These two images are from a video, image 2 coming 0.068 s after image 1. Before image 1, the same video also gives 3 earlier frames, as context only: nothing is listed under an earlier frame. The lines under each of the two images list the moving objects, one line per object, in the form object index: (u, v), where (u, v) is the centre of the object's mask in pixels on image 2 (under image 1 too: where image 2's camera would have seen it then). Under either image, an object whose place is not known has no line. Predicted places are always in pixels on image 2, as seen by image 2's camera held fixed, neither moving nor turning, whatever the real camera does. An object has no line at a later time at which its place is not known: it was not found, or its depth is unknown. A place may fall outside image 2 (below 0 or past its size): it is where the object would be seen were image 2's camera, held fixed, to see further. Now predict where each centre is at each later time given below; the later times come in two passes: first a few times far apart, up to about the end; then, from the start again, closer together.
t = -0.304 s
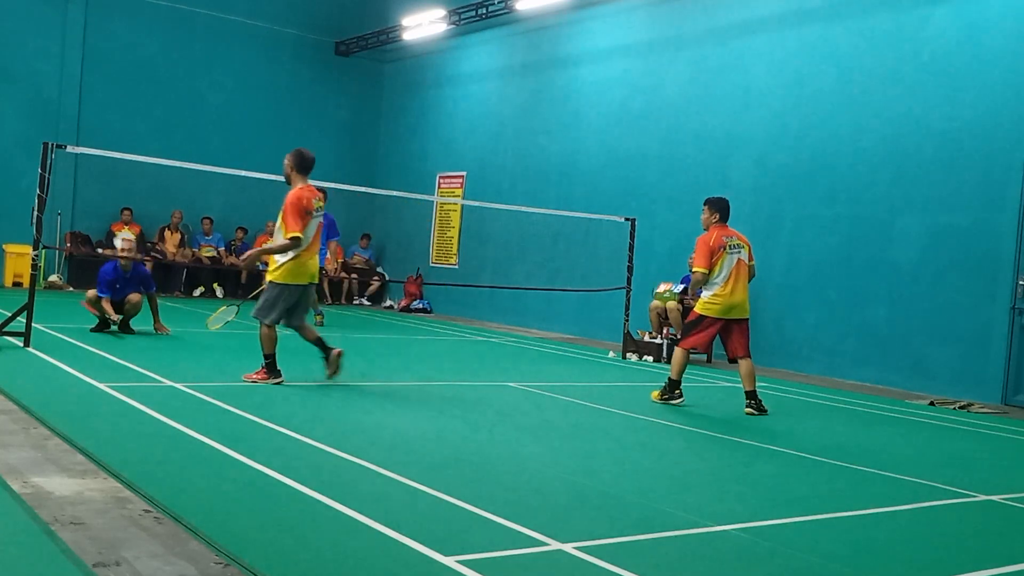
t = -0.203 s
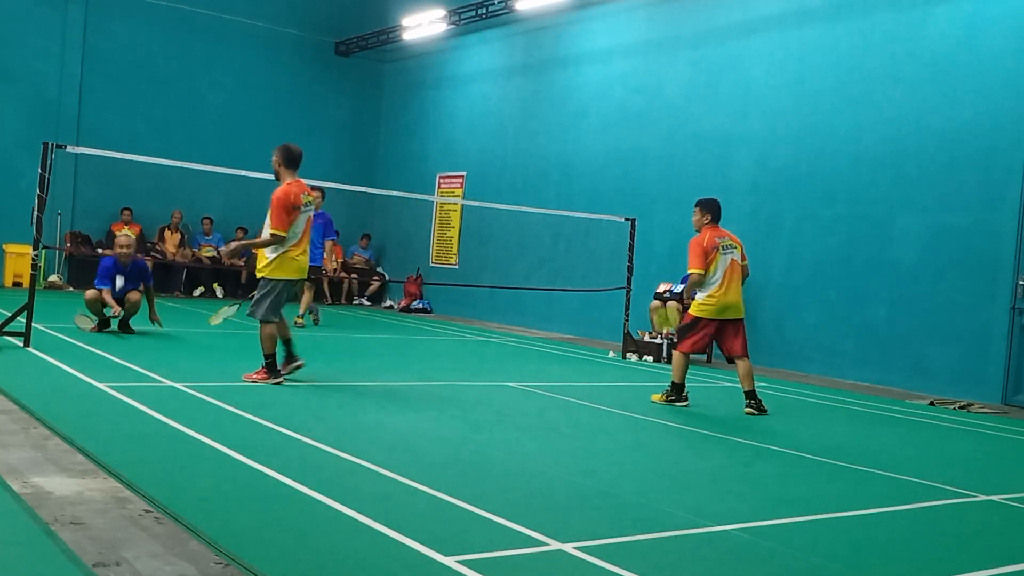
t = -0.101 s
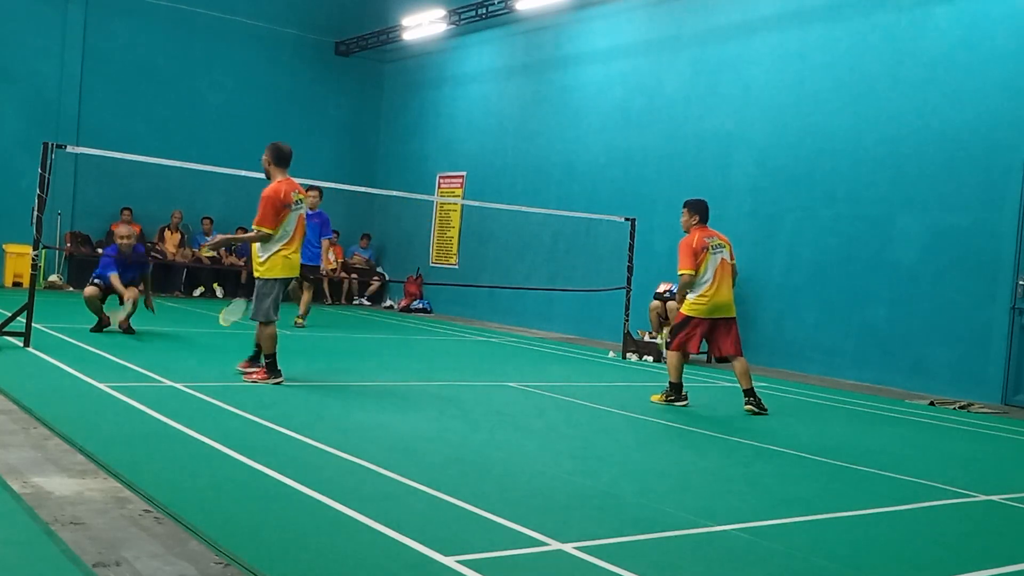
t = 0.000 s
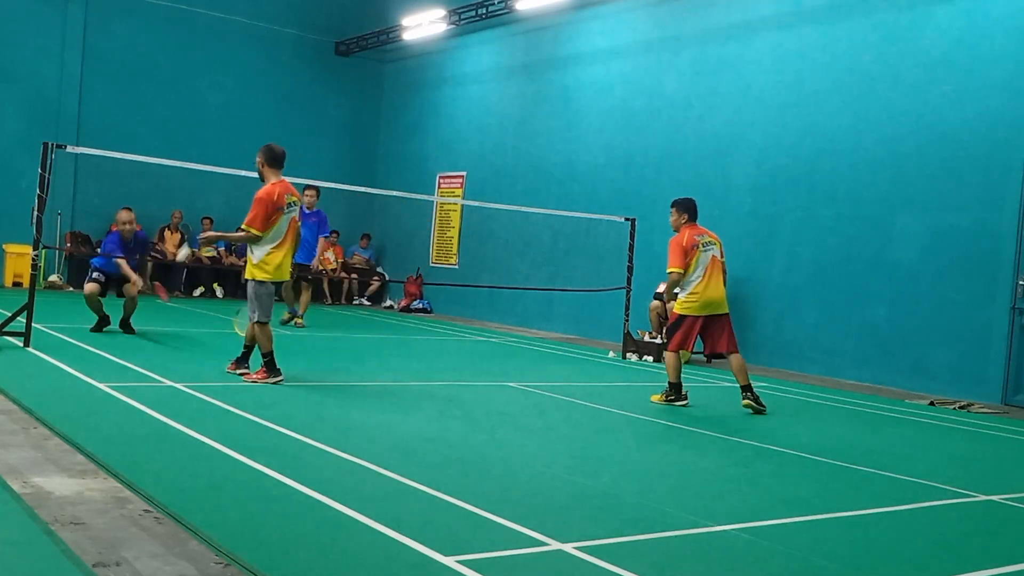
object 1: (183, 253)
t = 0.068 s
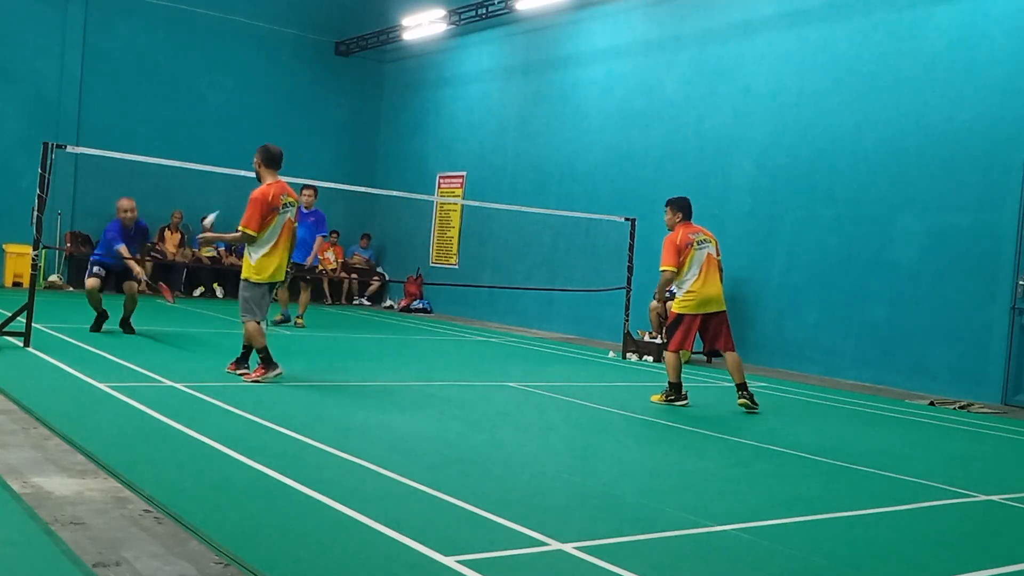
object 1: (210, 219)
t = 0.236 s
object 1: (279, 170)
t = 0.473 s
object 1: (360, 167)
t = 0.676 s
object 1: (418, 216)
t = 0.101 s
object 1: (224, 204)
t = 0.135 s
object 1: (237, 193)
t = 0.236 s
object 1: (279, 170)
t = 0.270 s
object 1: (291, 166)
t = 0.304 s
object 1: (303, 163)
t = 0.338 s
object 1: (314, 161)
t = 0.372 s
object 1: (326, 160)
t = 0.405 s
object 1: (338, 161)
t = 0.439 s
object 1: (348, 163)
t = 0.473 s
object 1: (360, 167)
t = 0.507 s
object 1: (370, 171)
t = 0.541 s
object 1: (381, 177)
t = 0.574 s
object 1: (391, 185)
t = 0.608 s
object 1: (400, 194)
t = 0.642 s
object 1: (410, 205)
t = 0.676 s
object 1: (418, 216)
